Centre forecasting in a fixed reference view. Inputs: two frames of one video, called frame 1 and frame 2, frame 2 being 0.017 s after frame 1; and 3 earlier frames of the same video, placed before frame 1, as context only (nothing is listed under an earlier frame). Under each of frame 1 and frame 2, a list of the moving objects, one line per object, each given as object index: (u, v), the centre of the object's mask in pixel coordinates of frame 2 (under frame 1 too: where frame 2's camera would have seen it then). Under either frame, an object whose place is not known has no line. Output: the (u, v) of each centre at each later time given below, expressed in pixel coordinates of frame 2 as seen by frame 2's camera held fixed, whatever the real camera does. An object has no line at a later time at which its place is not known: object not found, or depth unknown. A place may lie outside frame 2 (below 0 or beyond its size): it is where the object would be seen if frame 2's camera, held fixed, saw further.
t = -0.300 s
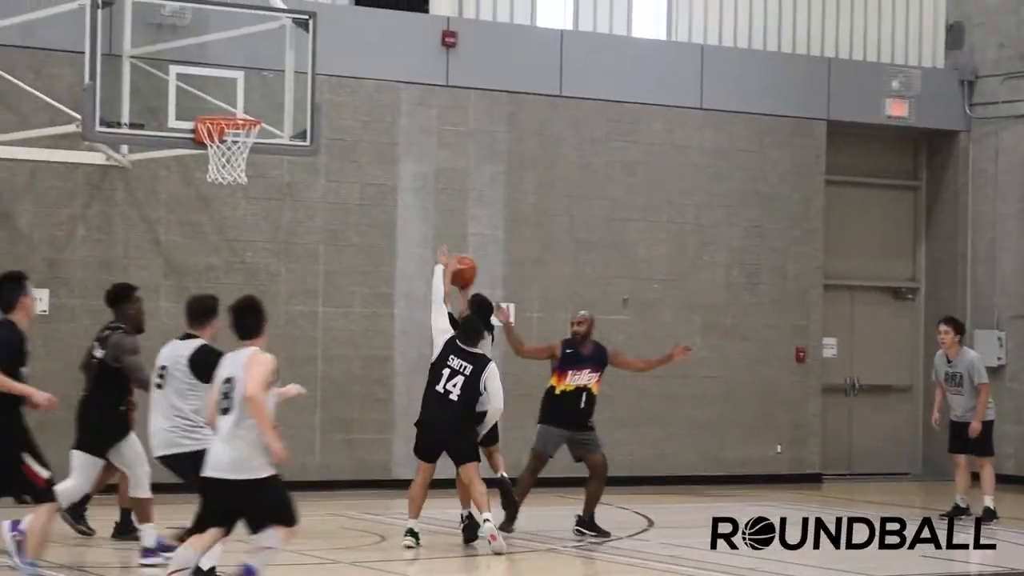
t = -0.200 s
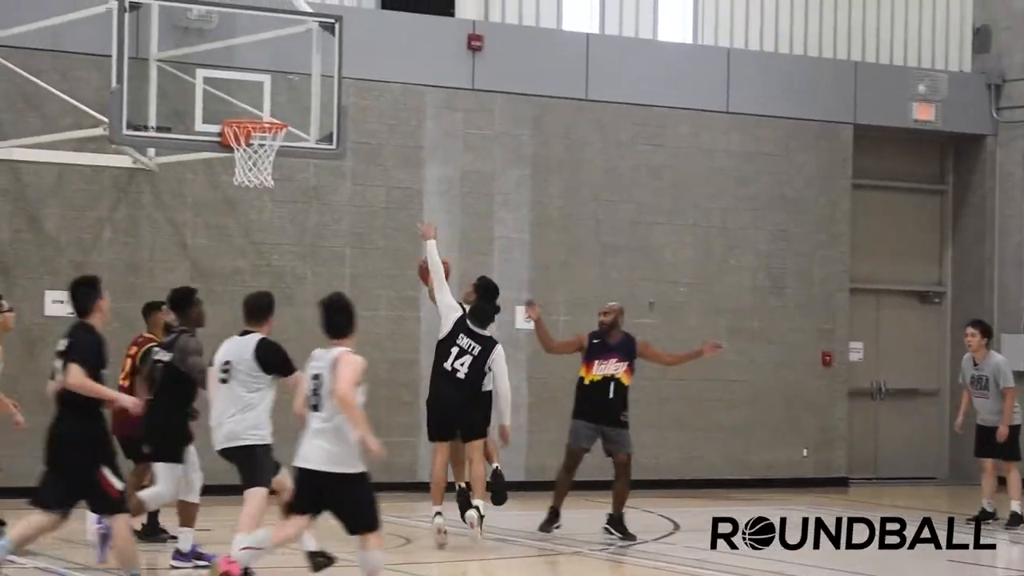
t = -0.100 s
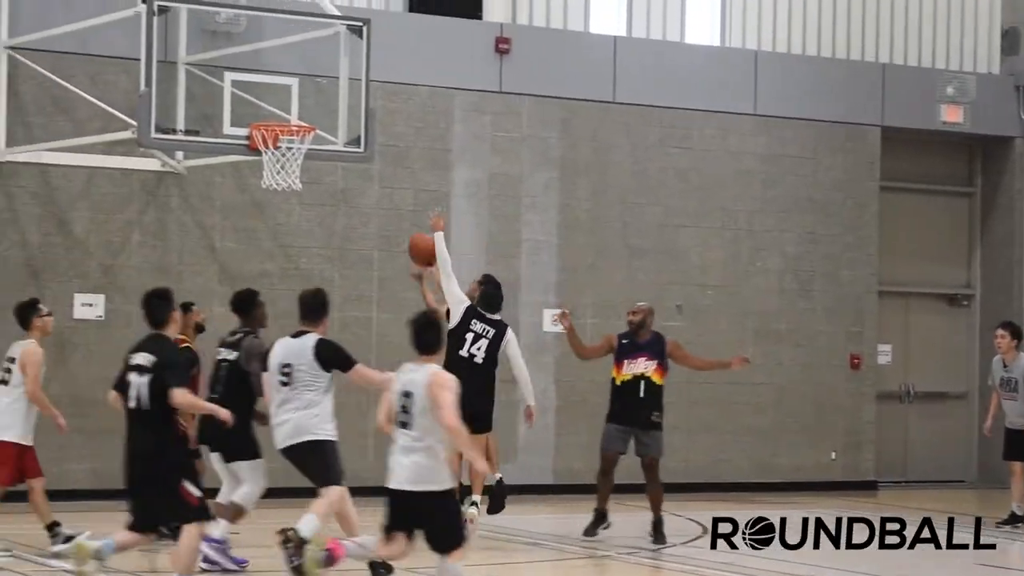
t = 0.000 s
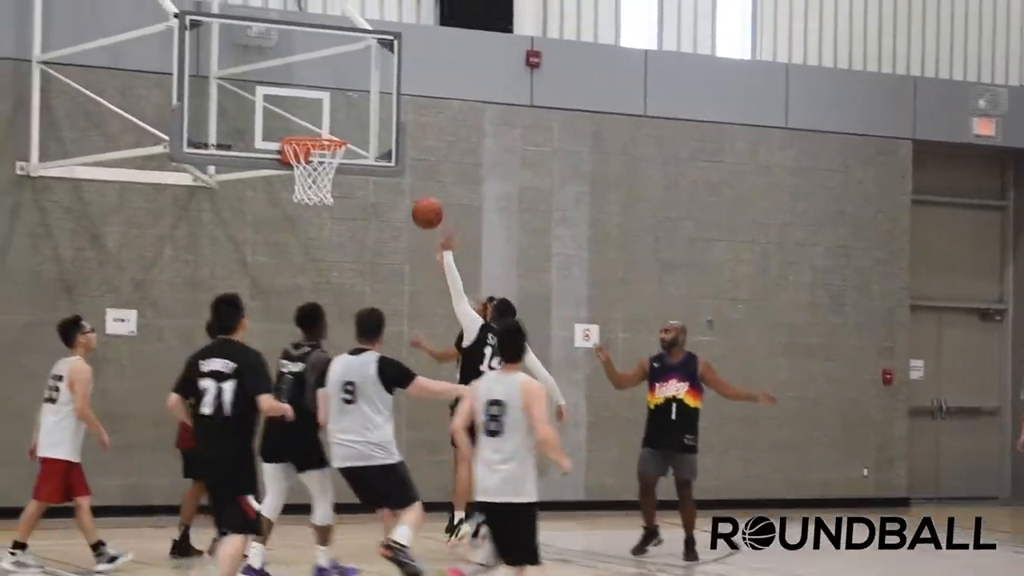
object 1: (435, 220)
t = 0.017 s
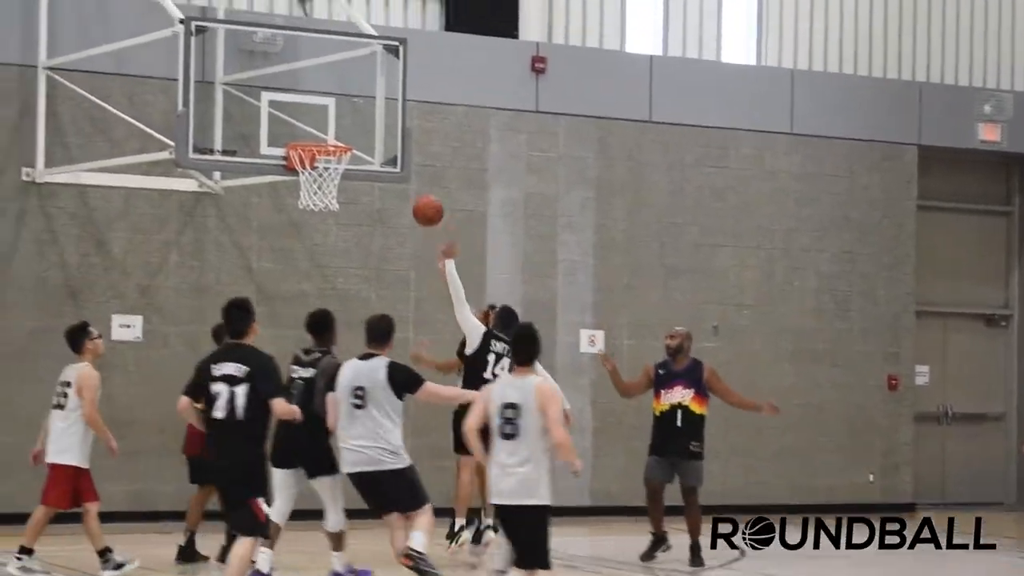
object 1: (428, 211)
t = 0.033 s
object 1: (422, 203)
